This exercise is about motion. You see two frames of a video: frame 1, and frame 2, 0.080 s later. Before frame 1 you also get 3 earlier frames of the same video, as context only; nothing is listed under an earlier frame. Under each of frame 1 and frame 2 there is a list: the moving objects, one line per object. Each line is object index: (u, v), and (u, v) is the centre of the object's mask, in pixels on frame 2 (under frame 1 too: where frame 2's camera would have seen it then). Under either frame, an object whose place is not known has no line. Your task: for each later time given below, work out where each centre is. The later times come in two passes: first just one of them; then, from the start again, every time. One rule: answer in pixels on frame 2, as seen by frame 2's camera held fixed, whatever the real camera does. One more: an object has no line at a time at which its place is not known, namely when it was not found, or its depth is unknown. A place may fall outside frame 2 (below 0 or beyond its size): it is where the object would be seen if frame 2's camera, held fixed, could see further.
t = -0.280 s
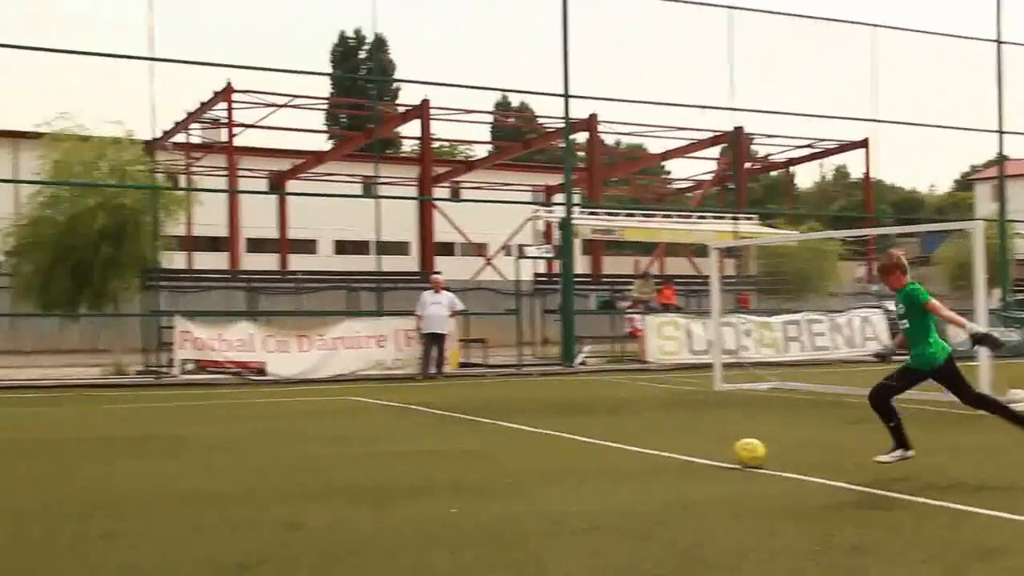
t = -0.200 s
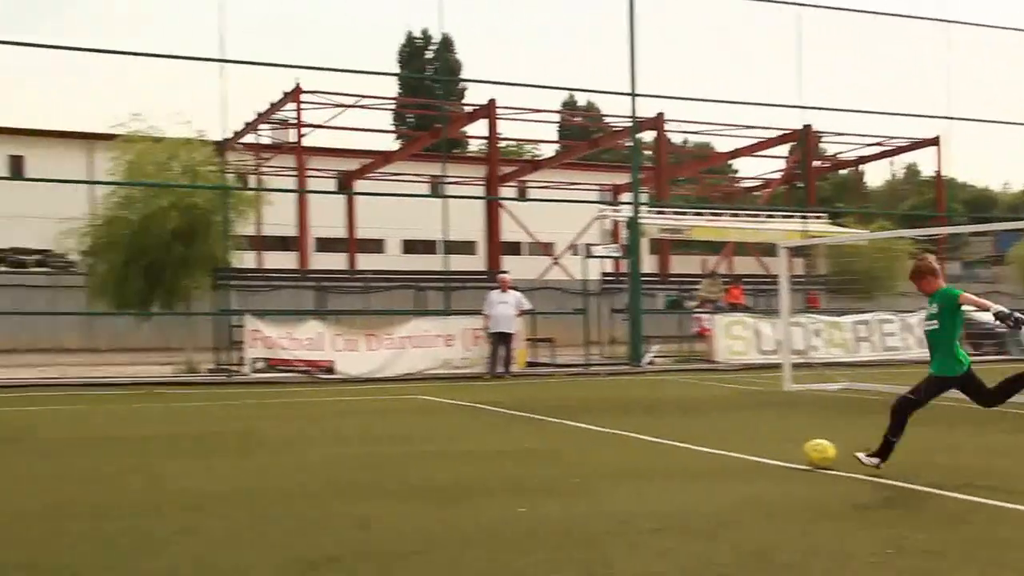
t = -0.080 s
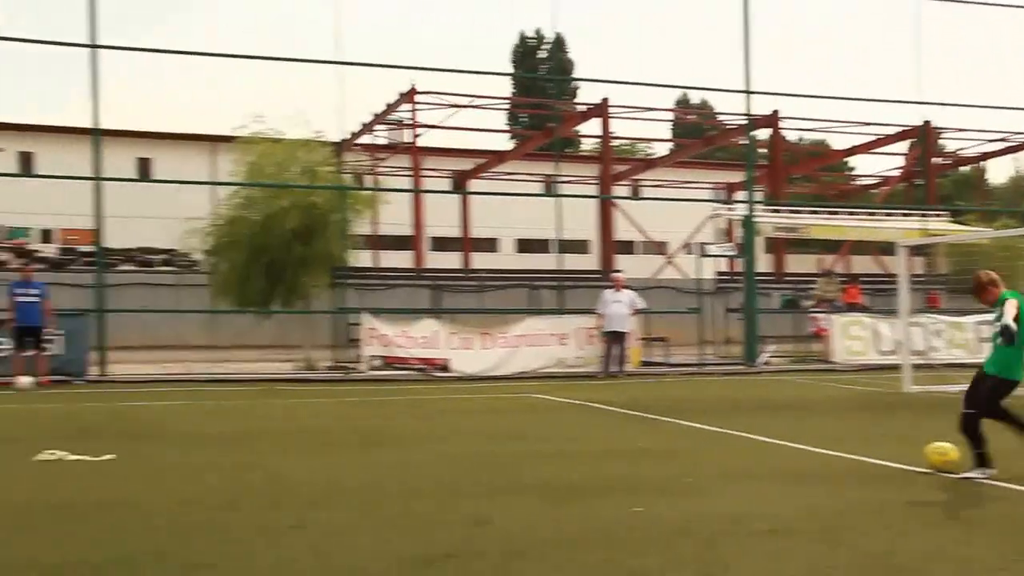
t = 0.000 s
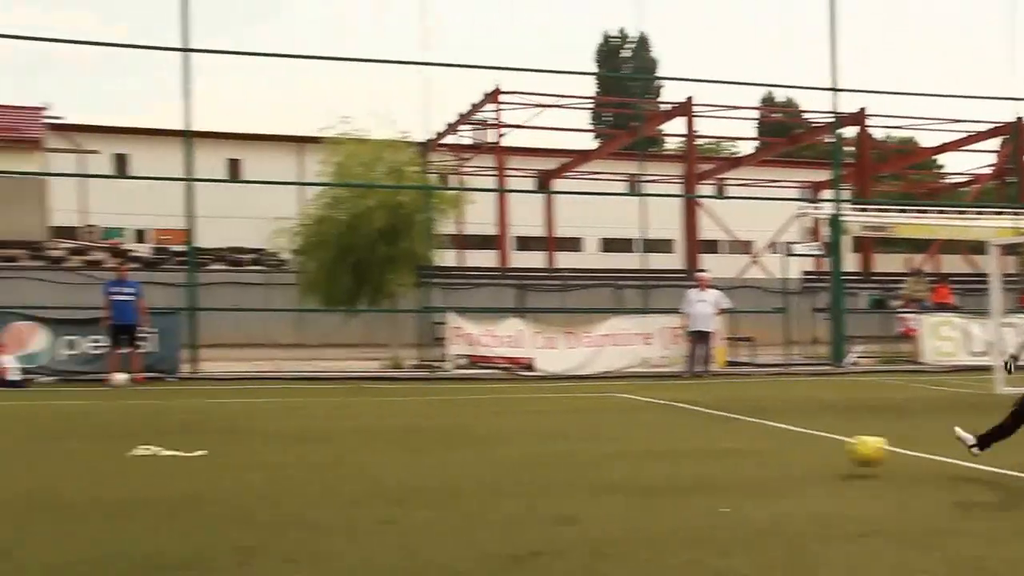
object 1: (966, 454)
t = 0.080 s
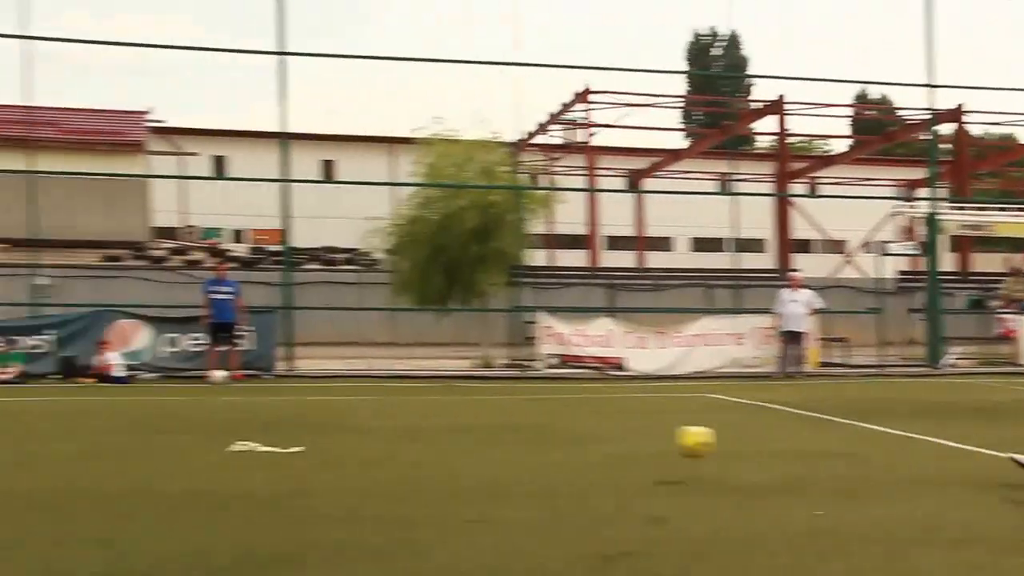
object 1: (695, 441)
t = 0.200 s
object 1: (293, 435)
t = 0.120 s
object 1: (560, 437)
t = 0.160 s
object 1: (427, 435)
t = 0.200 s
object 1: (293, 435)
